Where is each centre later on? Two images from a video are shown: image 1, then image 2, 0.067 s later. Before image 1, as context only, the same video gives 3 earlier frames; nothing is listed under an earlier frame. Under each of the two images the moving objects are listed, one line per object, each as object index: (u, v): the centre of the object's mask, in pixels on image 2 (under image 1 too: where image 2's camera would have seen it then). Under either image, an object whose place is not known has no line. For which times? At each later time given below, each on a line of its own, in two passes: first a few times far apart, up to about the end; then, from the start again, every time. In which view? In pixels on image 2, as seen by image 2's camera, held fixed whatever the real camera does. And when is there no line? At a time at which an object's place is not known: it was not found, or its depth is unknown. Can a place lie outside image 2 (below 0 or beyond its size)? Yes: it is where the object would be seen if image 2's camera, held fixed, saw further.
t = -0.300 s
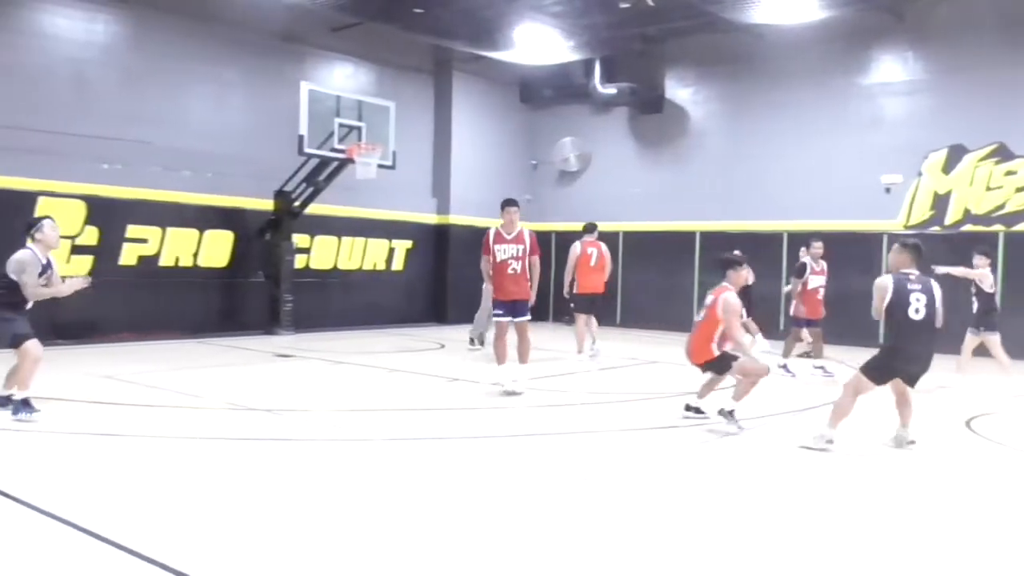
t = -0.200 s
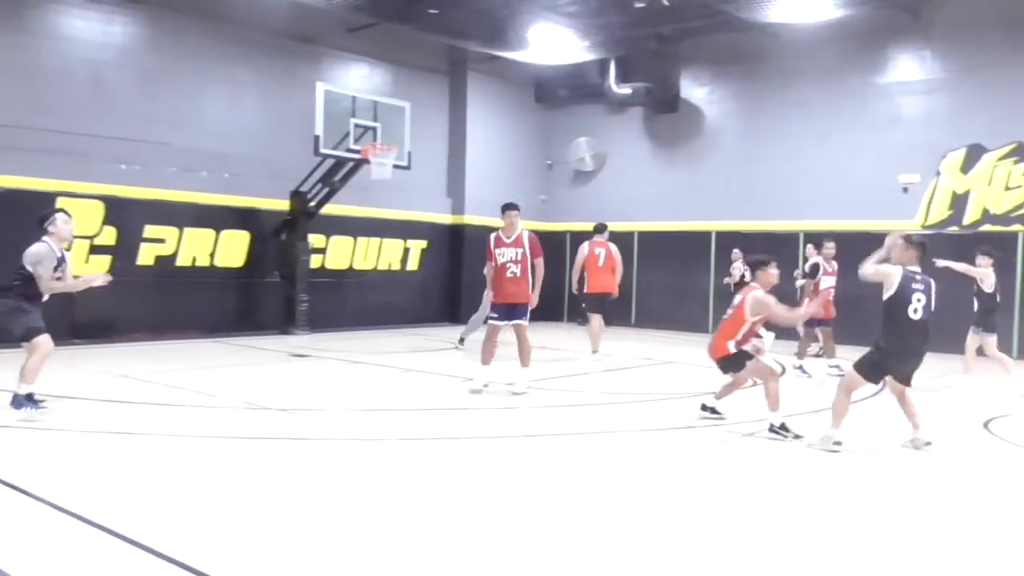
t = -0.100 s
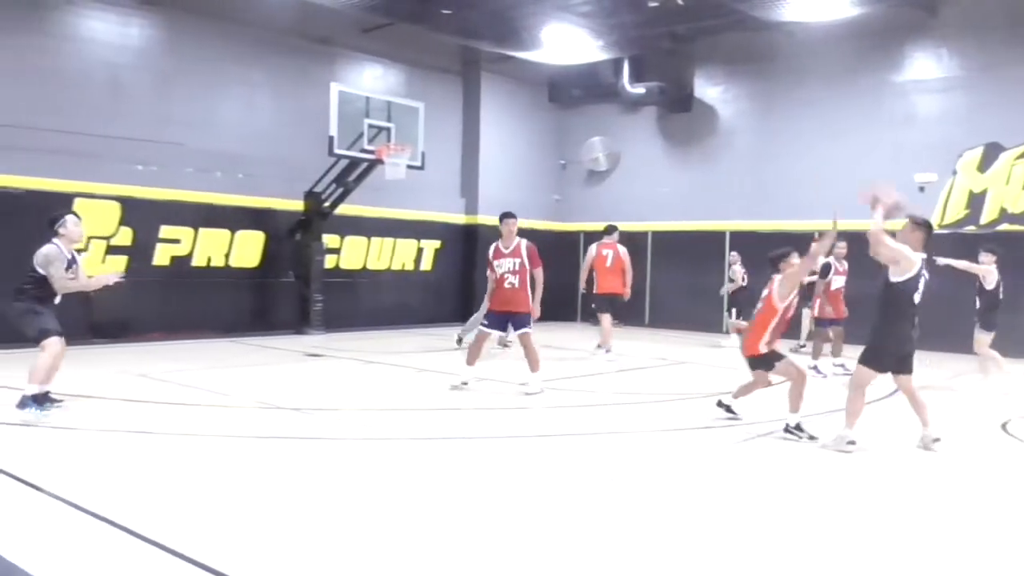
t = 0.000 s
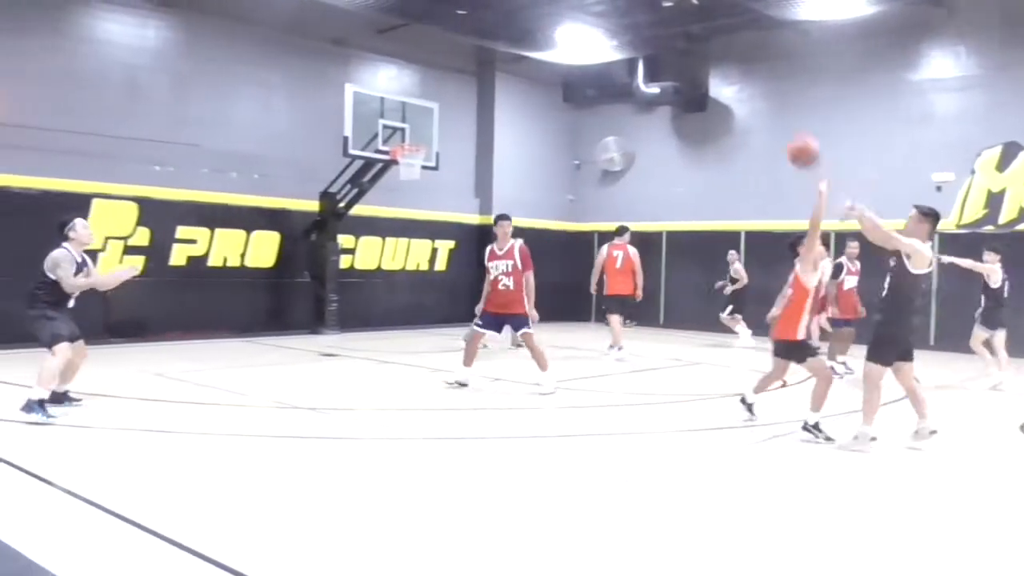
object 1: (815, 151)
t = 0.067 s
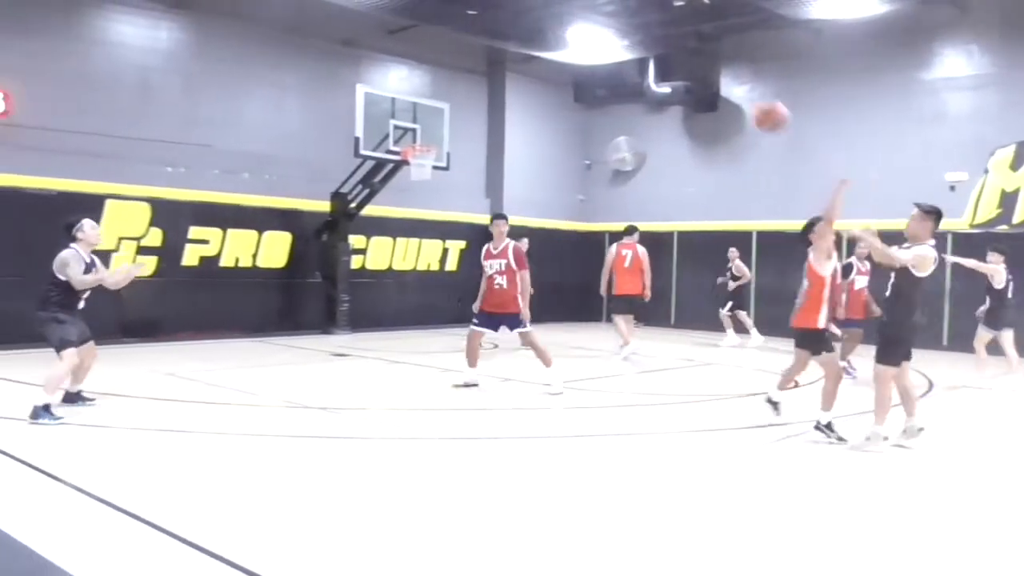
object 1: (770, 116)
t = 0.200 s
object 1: (675, 63)
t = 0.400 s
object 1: (523, 26)
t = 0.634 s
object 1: (331, 58)
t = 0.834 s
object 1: (162, 153)
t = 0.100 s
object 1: (745, 101)
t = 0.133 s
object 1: (722, 86)
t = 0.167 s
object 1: (700, 74)
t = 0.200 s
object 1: (675, 63)
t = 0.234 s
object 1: (652, 53)
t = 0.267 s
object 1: (630, 45)
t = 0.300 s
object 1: (602, 34)
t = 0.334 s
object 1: (569, 31)
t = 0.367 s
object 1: (547, 29)
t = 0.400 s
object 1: (523, 26)
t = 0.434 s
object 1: (495, 26)
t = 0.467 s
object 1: (469, 26)
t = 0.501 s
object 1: (441, 29)
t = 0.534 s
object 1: (415, 33)
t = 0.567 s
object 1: (389, 39)
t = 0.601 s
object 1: (359, 47)
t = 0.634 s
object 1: (331, 58)
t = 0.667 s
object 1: (304, 68)
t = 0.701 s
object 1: (275, 81)
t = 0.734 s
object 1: (247, 99)
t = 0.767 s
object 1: (217, 117)
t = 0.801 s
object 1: (189, 133)
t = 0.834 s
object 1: (162, 153)
